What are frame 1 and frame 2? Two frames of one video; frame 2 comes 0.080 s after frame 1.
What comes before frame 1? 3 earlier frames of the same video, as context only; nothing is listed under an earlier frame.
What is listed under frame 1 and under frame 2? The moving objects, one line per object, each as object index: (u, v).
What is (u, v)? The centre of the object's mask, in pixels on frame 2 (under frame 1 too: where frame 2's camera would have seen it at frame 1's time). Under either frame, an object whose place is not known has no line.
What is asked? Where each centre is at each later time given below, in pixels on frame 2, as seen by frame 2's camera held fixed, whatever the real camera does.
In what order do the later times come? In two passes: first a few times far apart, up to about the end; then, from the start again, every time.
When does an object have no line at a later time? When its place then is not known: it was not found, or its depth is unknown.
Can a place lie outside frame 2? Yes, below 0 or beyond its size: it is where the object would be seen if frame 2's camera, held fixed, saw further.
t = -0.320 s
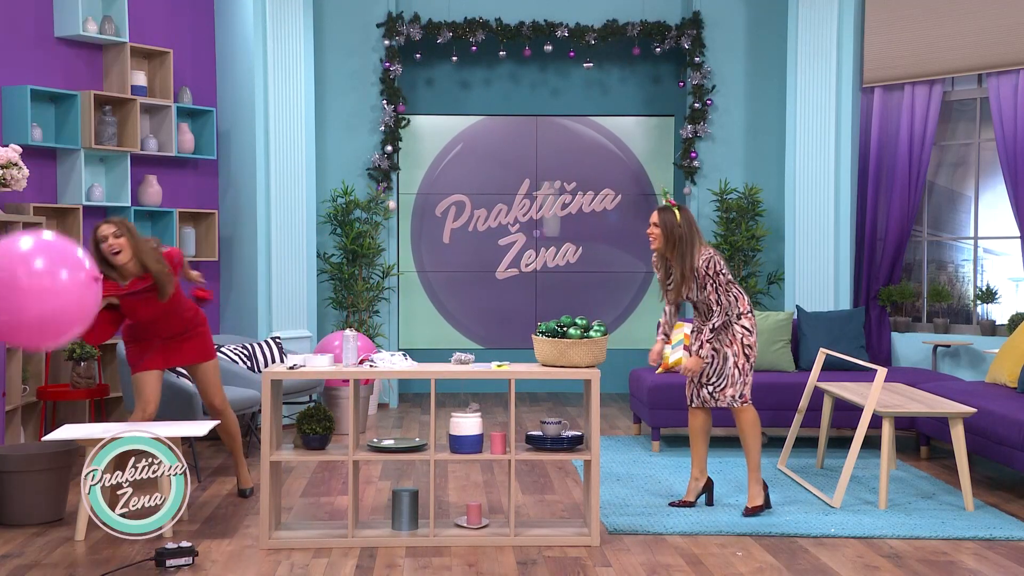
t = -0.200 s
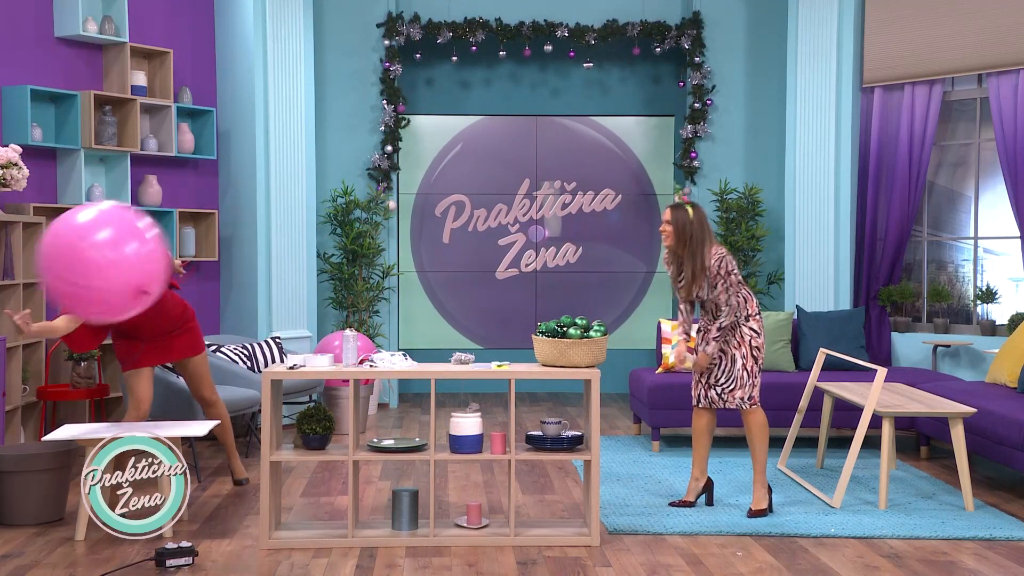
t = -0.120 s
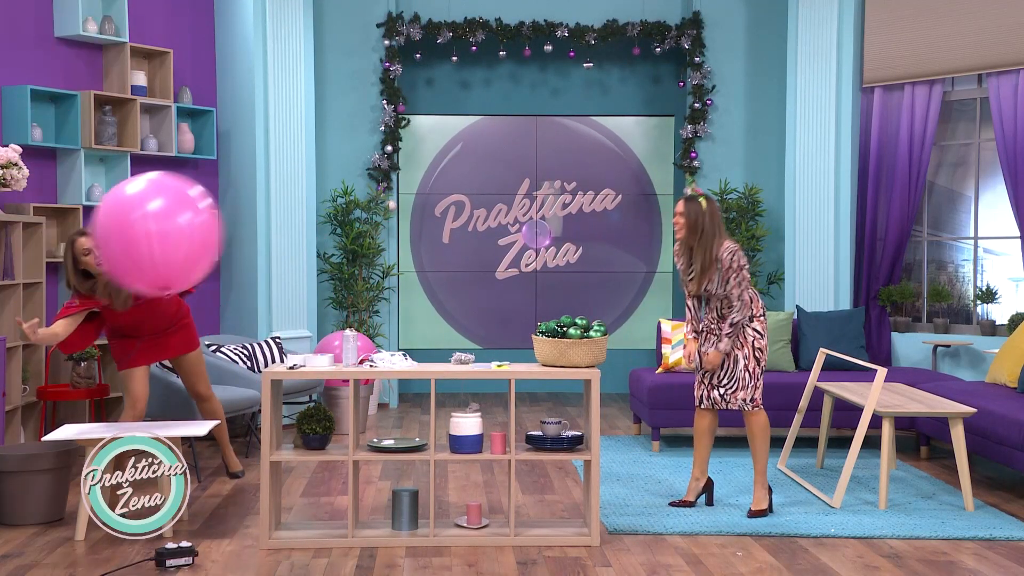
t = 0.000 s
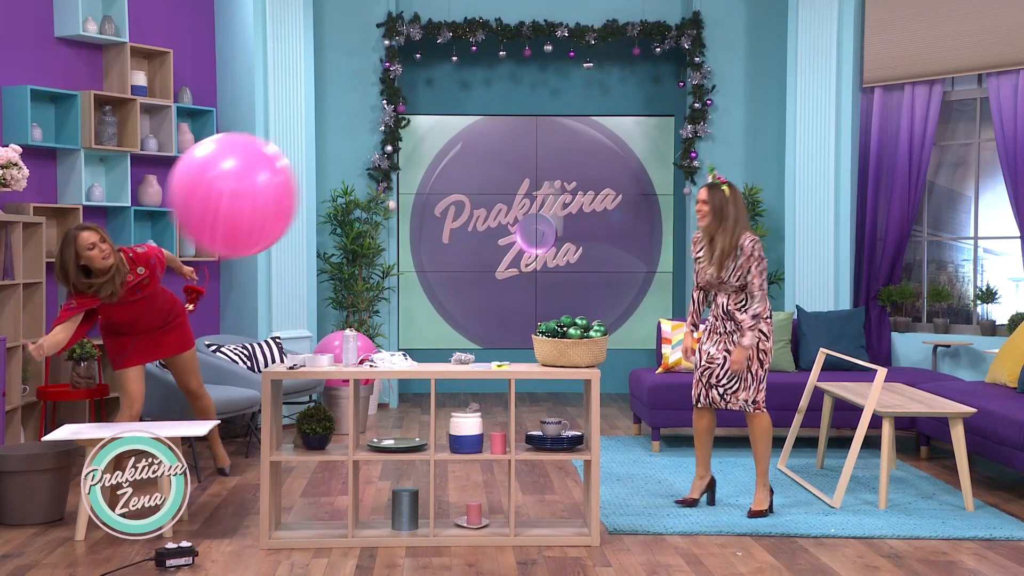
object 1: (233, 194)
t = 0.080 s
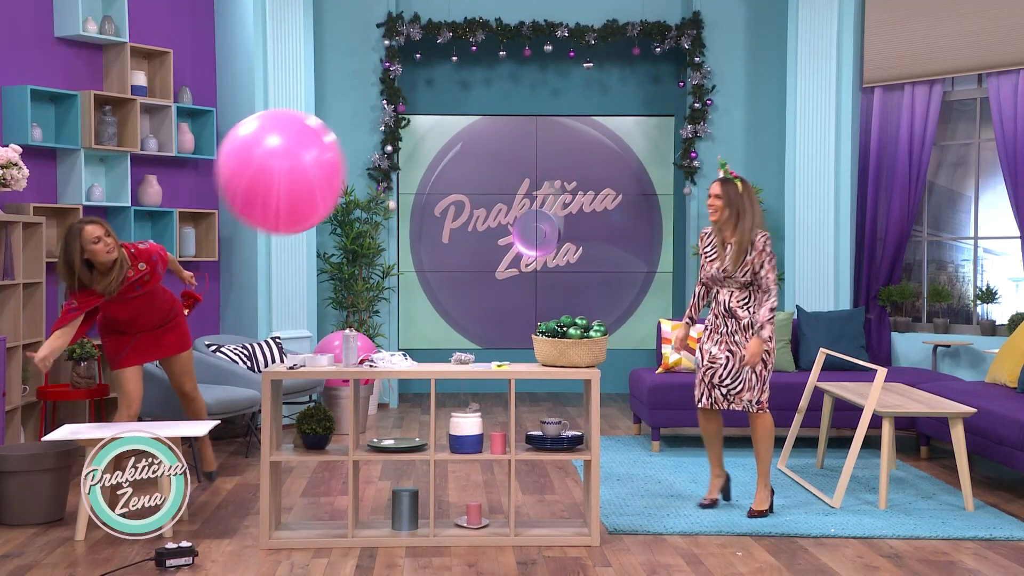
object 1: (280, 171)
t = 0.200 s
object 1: (346, 142)
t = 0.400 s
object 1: (435, 112)
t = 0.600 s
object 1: (507, 111)
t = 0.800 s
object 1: (567, 134)
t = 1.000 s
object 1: (618, 180)
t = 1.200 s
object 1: (661, 249)
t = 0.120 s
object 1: (304, 160)
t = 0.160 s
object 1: (326, 151)
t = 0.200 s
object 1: (346, 142)
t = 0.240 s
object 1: (365, 134)
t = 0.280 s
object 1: (383, 127)
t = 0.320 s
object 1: (401, 121)
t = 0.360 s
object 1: (419, 116)
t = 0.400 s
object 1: (435, 112)
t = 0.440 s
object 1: (450, 110)
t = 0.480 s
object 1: (465, 109)
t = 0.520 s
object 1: (479, 108)
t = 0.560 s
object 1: (493, 109)
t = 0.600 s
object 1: (507, 111)
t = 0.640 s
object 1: (519, 113)
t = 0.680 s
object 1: (532, 117)
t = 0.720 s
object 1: (544, 122)
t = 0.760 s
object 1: (556, 128)
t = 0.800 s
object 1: (567, 134)
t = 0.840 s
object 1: (578, 142)
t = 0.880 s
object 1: (589, 150)
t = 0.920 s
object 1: (599, 159)
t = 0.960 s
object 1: (609, 169)
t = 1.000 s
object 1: (618, 180)
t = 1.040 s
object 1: (627, 192)
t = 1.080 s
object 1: (636, 205)
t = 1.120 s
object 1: (644, 218)
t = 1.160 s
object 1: (653, 233)
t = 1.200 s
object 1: (661, 249)
